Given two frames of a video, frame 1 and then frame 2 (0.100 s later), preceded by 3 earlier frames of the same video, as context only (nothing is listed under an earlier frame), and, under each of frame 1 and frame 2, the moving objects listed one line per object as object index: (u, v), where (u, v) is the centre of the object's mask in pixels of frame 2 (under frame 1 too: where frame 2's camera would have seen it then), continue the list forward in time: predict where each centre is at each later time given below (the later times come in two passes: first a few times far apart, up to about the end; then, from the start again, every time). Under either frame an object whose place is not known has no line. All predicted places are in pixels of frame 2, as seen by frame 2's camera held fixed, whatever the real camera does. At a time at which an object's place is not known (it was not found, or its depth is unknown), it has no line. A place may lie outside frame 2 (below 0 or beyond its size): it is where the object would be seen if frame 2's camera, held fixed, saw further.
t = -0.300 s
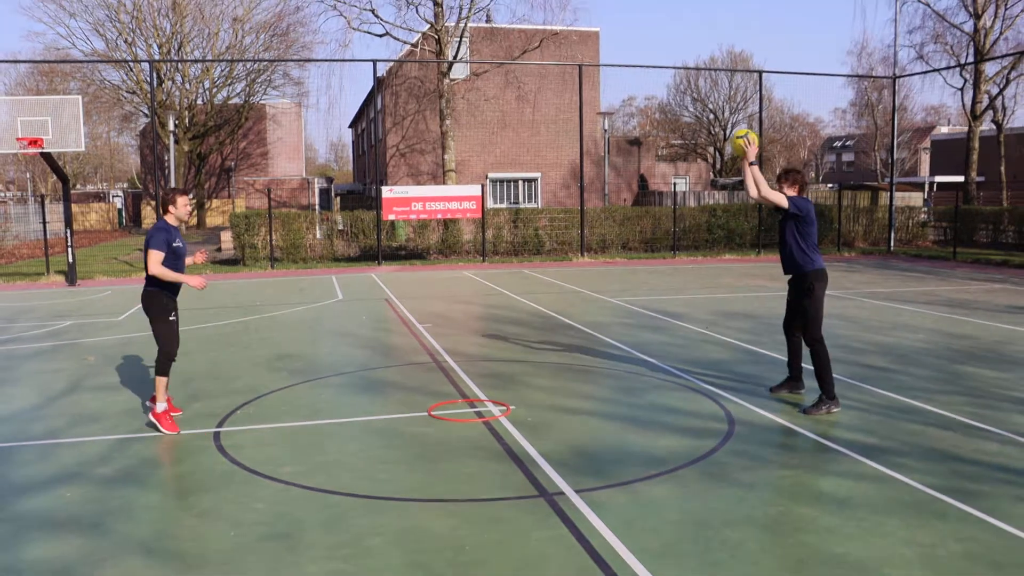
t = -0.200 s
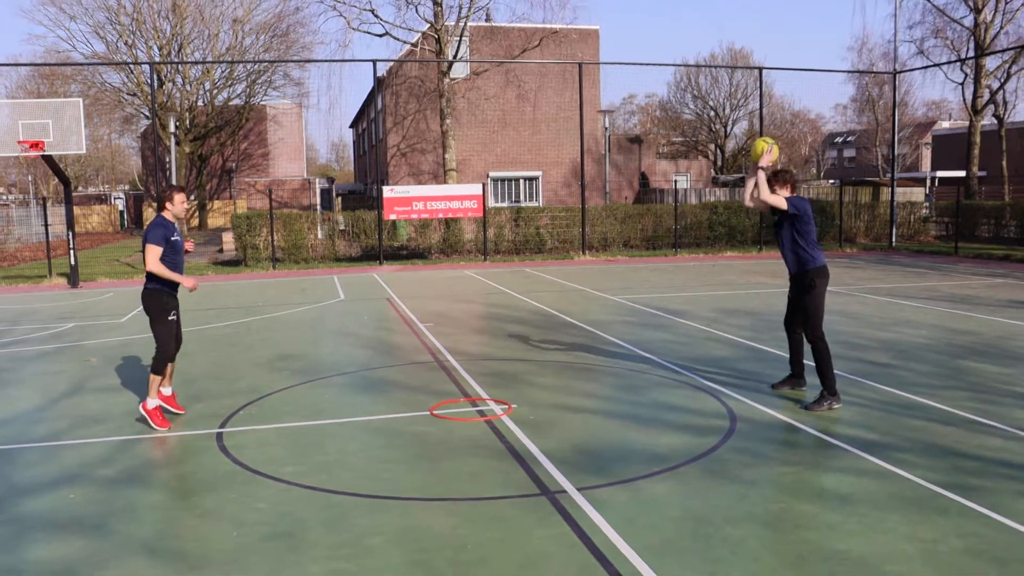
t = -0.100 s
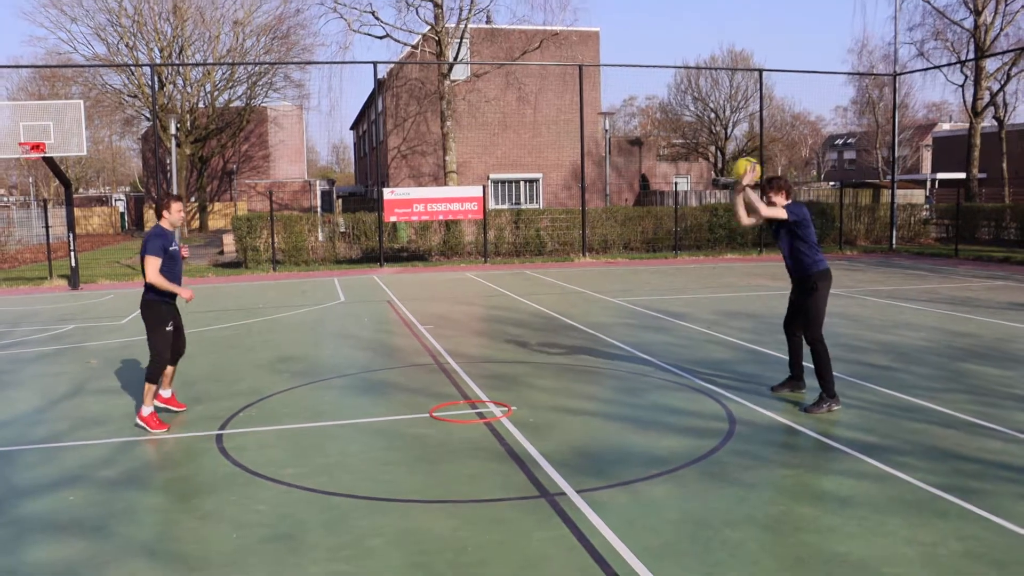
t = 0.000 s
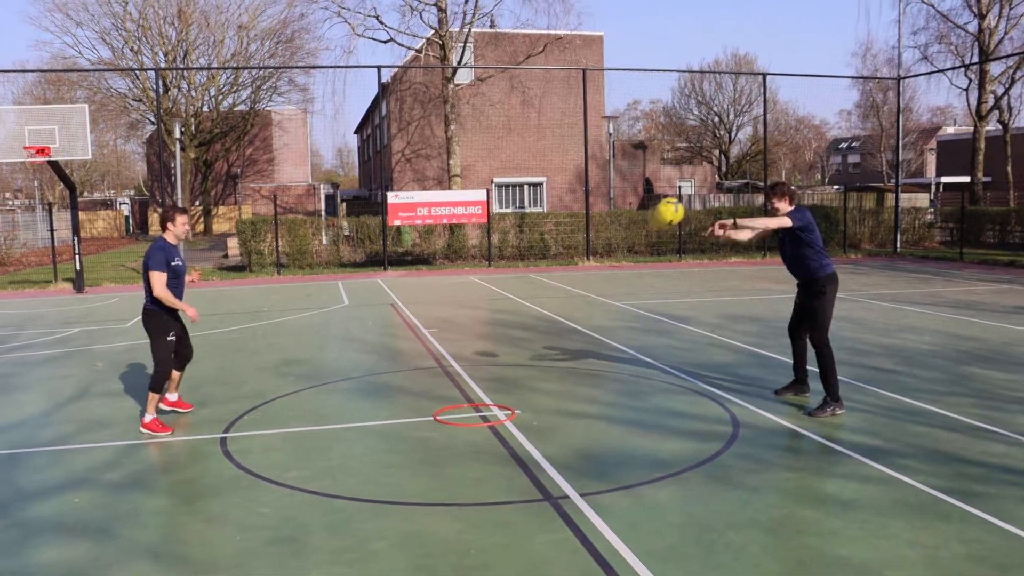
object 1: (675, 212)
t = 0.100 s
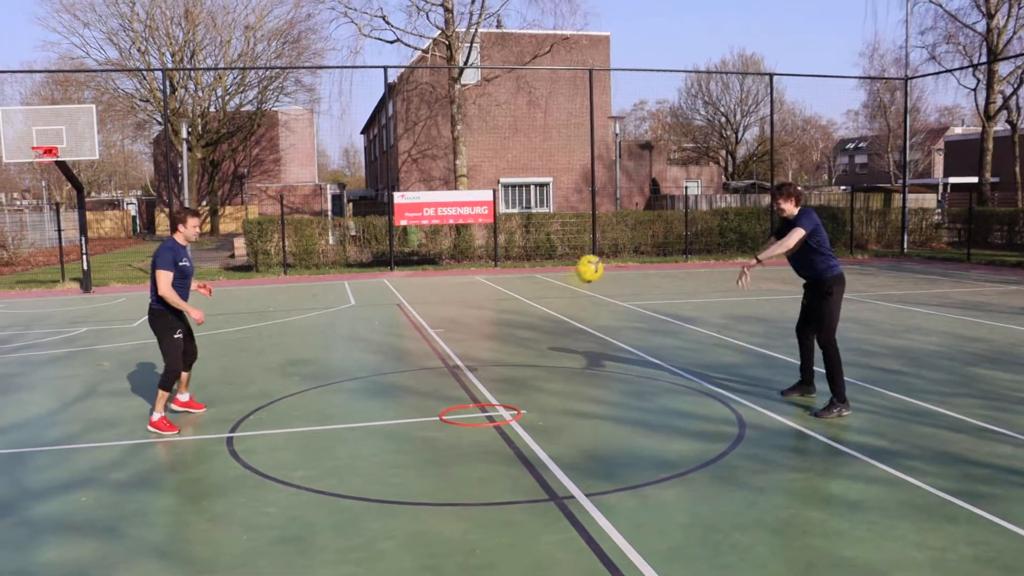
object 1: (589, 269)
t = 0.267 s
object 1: (446, 390)
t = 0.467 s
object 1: (331, 322)
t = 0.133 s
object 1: (560, 291)
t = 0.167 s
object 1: (532, 314)
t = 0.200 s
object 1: (503, 338)
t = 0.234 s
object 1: (475, 363)
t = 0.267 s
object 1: (446, 390)
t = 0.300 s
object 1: (423, 400)
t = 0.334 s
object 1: (405, 381)
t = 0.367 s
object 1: (386, 364)
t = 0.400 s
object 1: (368, 349)
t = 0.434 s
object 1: (349, 335)
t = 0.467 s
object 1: (331, 322)
